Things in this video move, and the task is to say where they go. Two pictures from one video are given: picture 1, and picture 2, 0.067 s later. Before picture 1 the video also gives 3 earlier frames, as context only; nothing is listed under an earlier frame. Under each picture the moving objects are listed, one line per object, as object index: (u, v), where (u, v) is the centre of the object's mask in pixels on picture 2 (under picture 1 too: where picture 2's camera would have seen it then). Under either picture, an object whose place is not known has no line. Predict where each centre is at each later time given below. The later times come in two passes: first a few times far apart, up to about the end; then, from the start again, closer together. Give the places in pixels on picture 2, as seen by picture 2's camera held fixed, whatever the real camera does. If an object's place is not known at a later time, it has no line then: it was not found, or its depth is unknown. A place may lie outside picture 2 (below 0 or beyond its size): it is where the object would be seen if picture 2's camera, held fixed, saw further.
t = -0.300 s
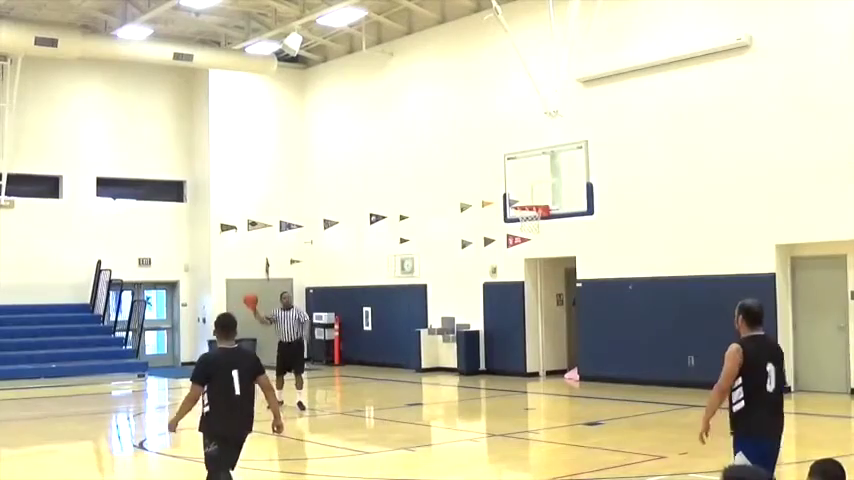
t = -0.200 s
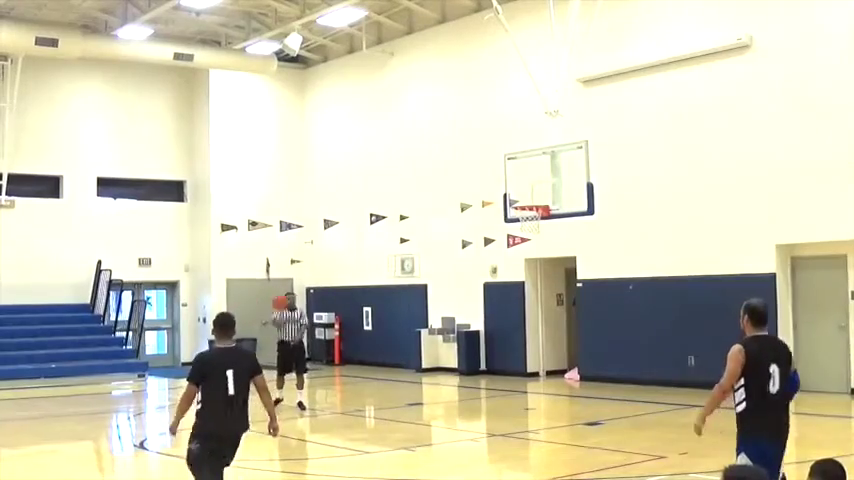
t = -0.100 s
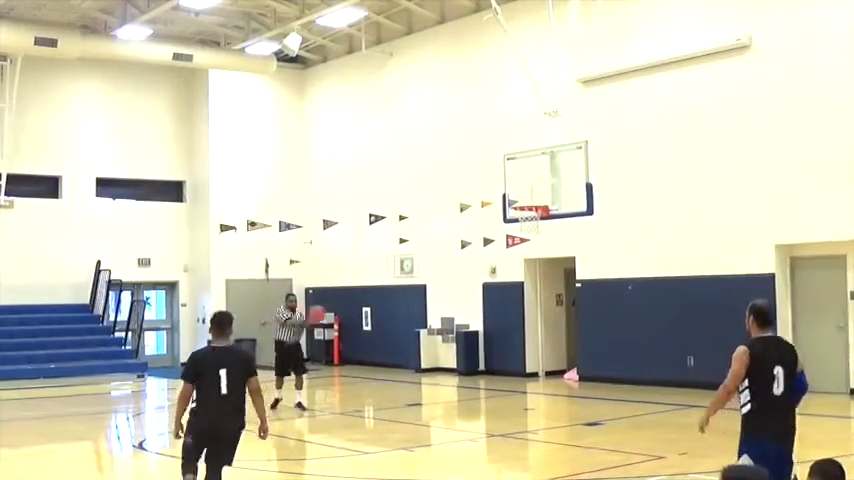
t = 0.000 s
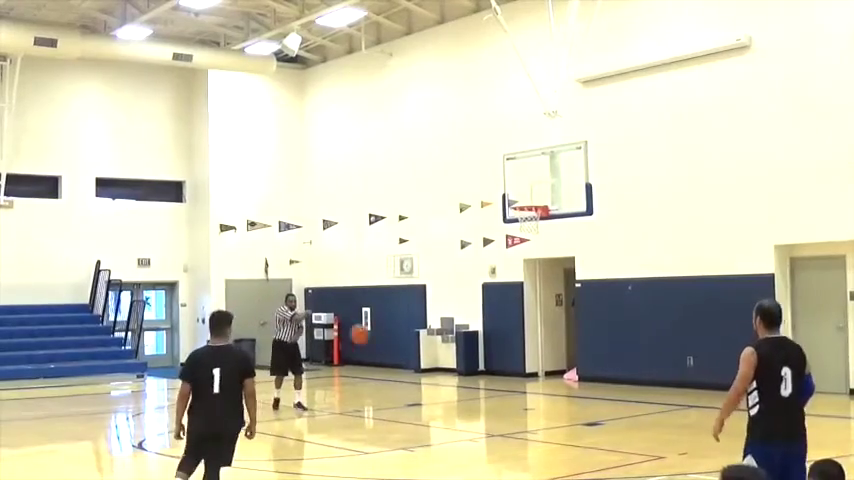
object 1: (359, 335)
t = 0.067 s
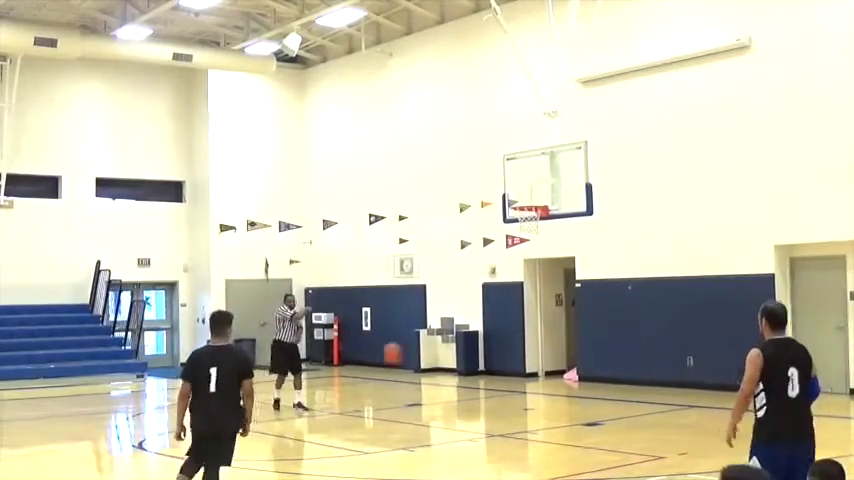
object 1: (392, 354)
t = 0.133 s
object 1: (429, 377)
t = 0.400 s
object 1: (577, 446)
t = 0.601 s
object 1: (658, 402)
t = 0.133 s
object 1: (429, 377)
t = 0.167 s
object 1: (448, 392)
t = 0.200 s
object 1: (469, 408)
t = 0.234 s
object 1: (490, 426)
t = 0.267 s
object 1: (514, 446)
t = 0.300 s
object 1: (539, 468)
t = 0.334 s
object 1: (553, 468)
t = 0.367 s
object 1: (565, 457)
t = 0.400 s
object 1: (577, 446)
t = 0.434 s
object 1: (588, 436)
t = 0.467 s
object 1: (601, 427)
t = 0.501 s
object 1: (615, 420)
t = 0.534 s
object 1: (628, 413)
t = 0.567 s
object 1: (643, 407)
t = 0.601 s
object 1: (658, 402)
